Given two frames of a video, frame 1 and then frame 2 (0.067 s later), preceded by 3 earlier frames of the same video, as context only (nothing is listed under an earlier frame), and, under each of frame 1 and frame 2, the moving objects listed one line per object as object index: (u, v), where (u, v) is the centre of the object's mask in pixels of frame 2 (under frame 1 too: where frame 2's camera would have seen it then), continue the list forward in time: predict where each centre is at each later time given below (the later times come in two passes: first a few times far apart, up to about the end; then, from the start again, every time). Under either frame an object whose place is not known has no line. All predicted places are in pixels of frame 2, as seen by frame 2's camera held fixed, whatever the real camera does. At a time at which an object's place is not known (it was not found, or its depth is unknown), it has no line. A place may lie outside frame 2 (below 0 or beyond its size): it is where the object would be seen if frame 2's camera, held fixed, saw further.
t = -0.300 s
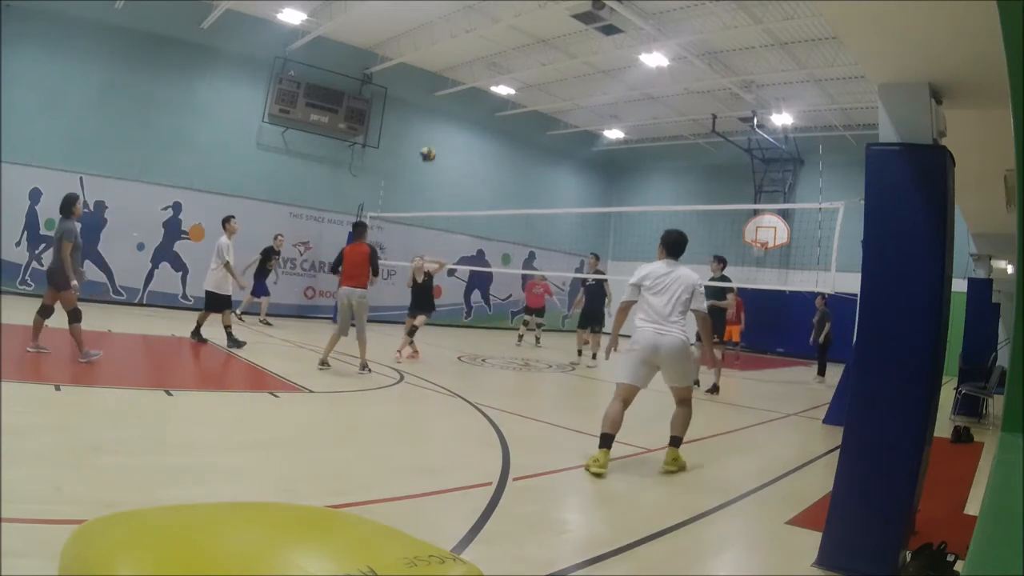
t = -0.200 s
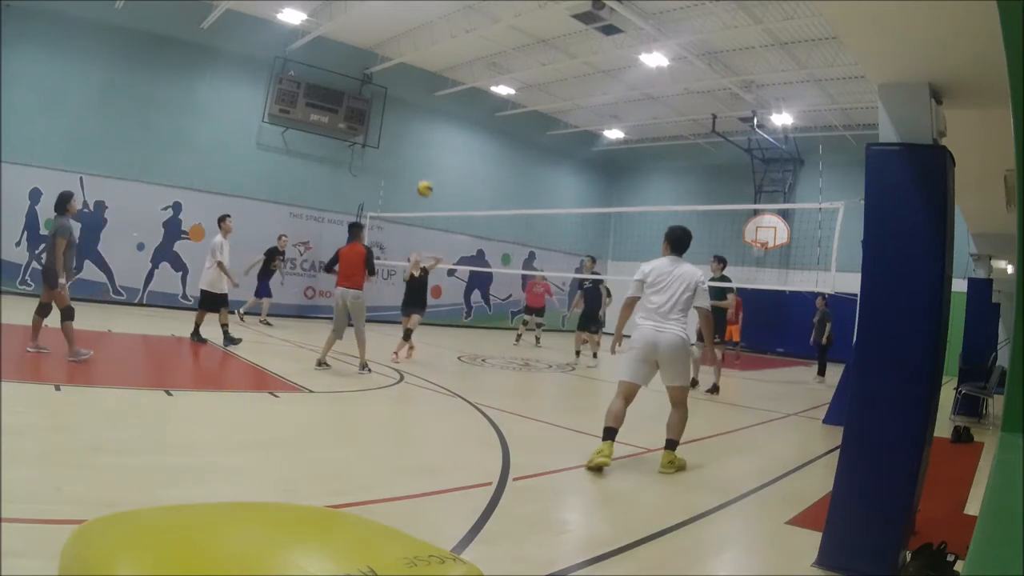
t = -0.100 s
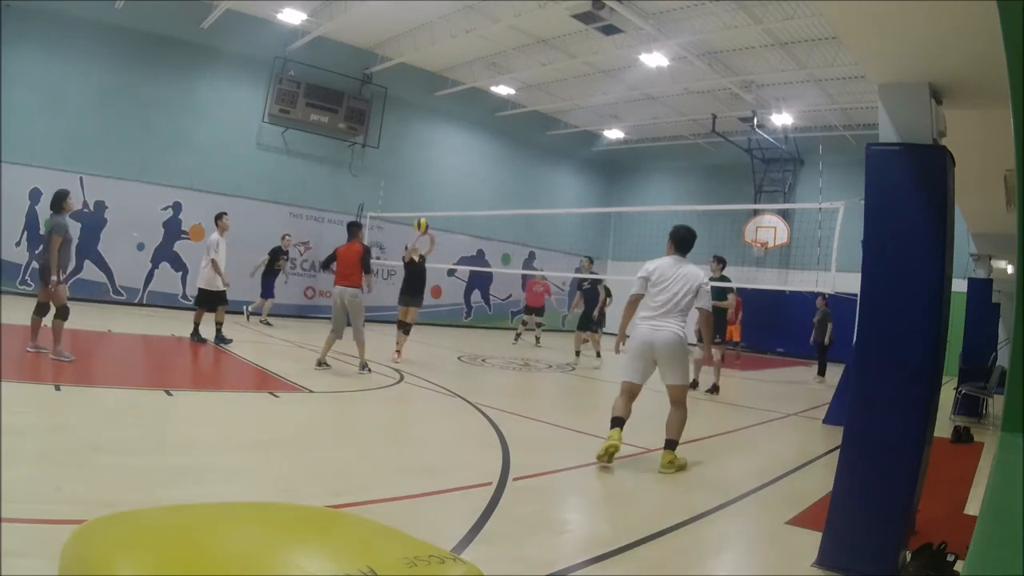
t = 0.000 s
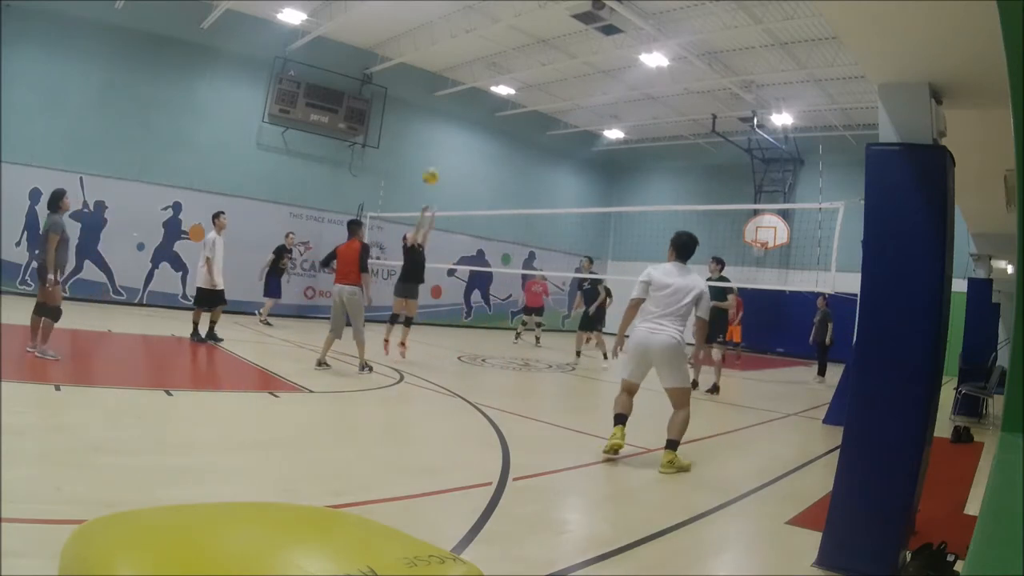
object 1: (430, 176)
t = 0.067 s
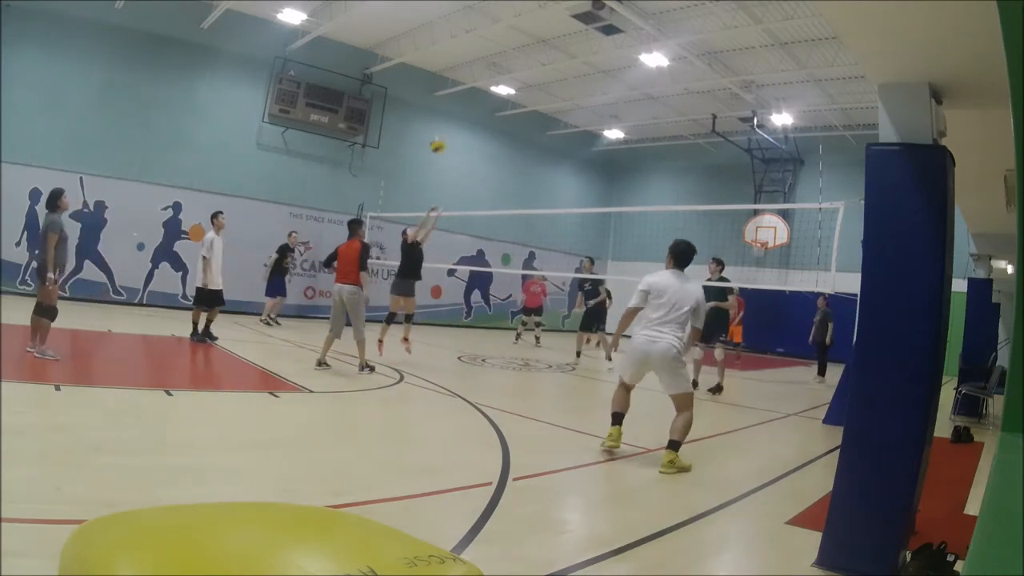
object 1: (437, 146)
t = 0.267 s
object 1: (456, 72)
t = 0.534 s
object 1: (476, 18)
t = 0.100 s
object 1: (440, 130)
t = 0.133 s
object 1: (444, 117)
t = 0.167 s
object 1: (447, 104)
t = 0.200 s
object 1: (451, 92)
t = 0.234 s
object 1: (454, 81)
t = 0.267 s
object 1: (456, 72)
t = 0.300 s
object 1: (460, 62)
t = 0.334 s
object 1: (463, 54)
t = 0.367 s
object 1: (465, 46)
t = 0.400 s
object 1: (467, 39)
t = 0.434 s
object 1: (469, 33)
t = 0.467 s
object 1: (472, 27)
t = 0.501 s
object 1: (474, 23)
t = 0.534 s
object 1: (476, 18)
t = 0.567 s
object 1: (478, 16)
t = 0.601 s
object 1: (479, 13)
